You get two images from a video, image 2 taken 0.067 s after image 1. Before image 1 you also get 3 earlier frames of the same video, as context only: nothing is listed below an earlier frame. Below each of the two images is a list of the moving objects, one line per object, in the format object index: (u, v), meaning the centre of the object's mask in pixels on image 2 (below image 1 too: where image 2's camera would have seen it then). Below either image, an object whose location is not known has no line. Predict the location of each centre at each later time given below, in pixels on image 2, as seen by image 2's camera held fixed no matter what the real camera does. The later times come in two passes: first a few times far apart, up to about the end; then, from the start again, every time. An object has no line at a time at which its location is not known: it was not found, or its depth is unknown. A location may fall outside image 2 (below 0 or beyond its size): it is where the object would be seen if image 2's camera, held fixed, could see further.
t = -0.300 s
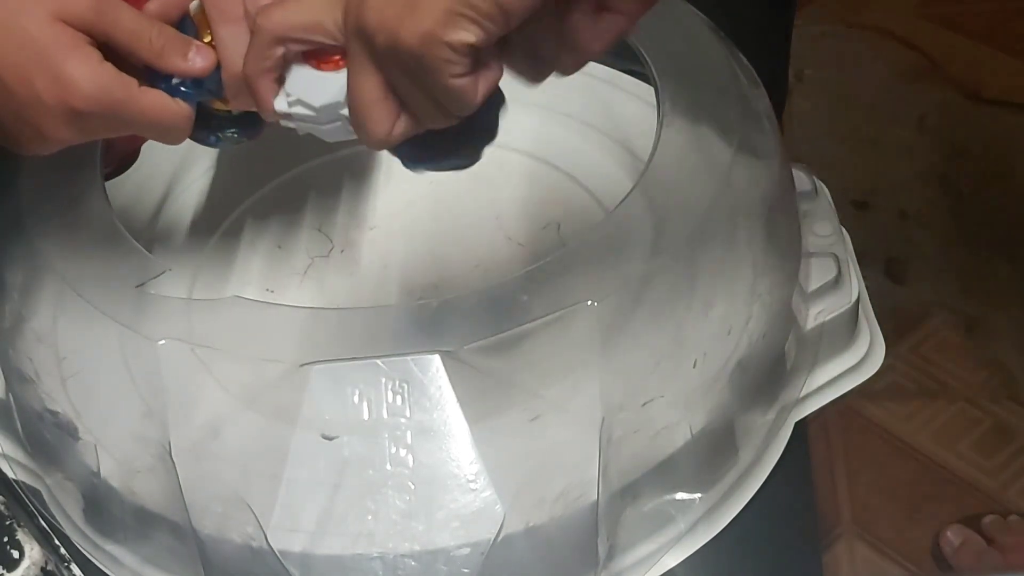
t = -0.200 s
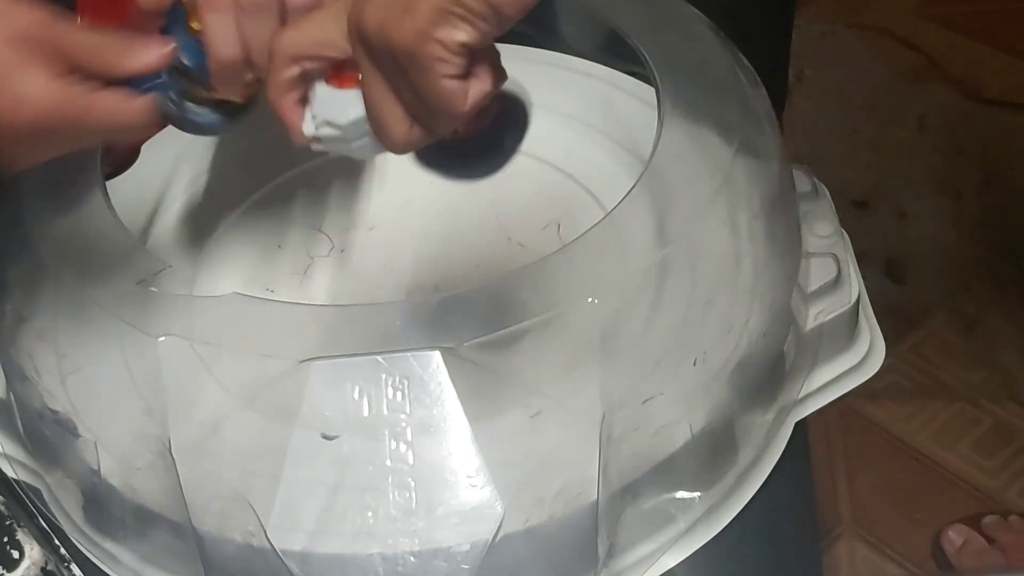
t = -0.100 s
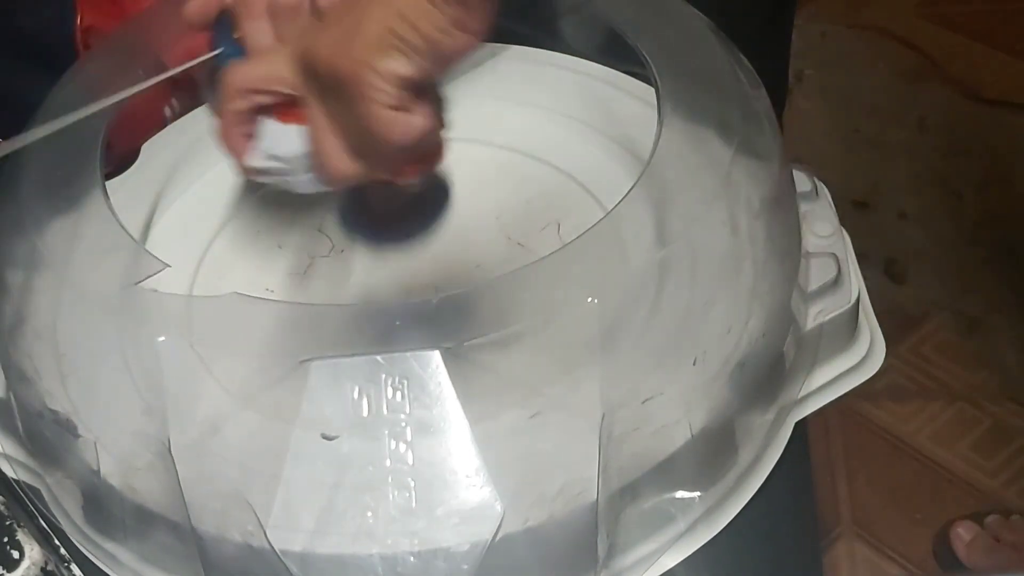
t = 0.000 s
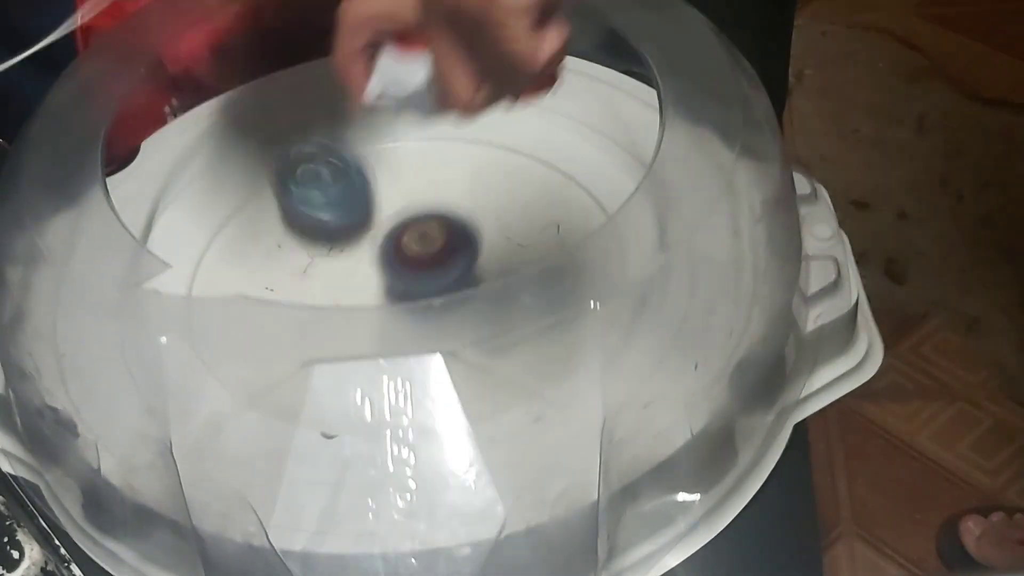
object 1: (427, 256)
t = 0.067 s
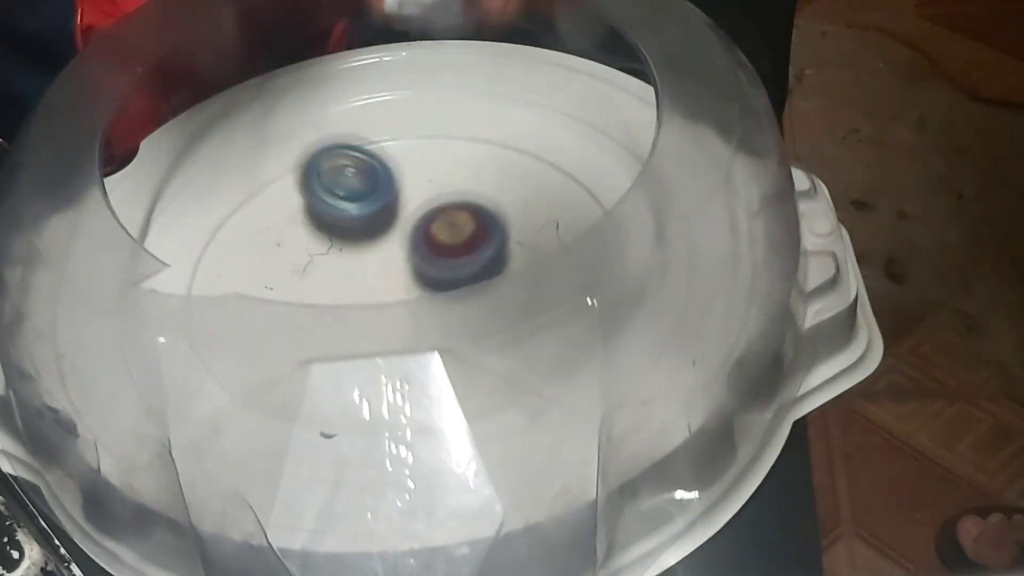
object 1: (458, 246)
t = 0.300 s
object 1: (499, 235)
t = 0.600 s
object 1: (481, 250)
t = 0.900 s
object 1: (513, 266)
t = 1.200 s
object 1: (500, 278)
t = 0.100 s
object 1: (467, 238)
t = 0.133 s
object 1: (477, 235)
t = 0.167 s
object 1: (486, 234)
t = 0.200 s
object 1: (494, 233)
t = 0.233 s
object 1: (498, 232)
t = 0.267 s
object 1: (498, 232)
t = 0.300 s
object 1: (499, 235)
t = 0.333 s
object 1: (497, 237)
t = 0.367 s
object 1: (493, 239)
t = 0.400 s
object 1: (488, 241)
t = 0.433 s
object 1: (486, 243)
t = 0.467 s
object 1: (483, 245)
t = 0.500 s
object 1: (481, 246)
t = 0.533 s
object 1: (479, 247)
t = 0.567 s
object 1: (479, 248)
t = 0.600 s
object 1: (481, 250)
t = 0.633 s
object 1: (484, 252)
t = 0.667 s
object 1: (488, 253)
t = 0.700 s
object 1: (491, 253)
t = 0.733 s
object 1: (494, 253)
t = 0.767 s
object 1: (496, 253)
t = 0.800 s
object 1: (504, 256)
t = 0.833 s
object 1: (510, 261)
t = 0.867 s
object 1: (512, 264)
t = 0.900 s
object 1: (513, 266)
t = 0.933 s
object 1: (514, 267)
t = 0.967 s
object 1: (513, 268)
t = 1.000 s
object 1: (513, 268)
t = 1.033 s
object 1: (511, 268)
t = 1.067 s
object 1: (510, 268)
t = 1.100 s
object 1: (506, 268)
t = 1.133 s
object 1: (504, 271)
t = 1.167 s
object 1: (503, 272)
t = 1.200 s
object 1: (500, 278)
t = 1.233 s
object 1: (500, 280)
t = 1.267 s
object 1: (500, 283)
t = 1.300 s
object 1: (502, 287)
